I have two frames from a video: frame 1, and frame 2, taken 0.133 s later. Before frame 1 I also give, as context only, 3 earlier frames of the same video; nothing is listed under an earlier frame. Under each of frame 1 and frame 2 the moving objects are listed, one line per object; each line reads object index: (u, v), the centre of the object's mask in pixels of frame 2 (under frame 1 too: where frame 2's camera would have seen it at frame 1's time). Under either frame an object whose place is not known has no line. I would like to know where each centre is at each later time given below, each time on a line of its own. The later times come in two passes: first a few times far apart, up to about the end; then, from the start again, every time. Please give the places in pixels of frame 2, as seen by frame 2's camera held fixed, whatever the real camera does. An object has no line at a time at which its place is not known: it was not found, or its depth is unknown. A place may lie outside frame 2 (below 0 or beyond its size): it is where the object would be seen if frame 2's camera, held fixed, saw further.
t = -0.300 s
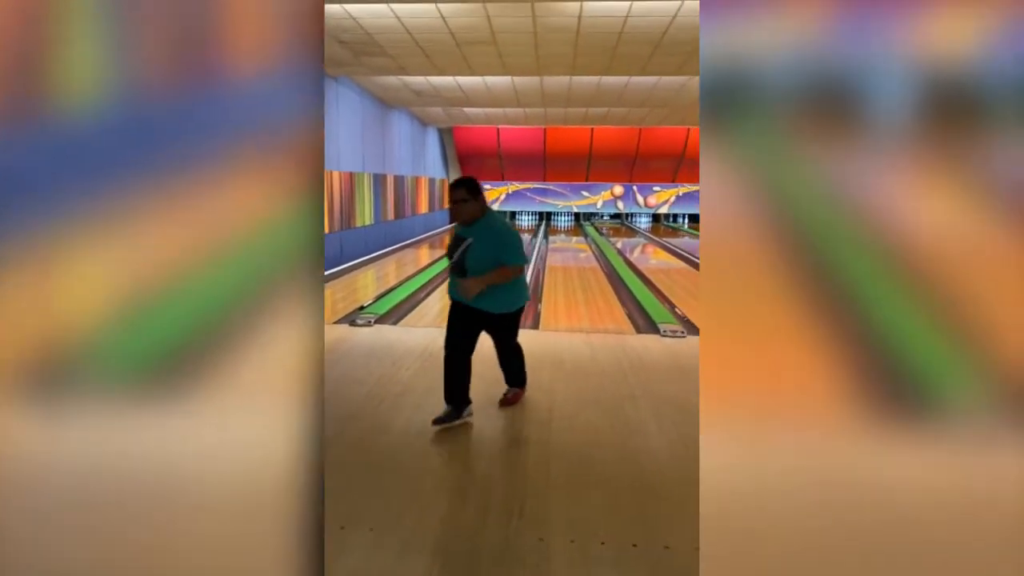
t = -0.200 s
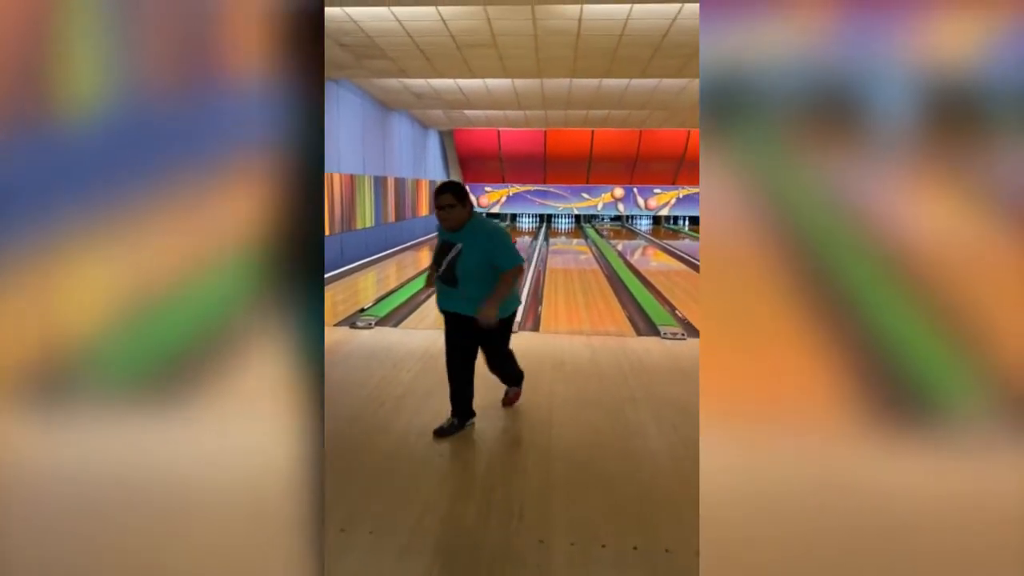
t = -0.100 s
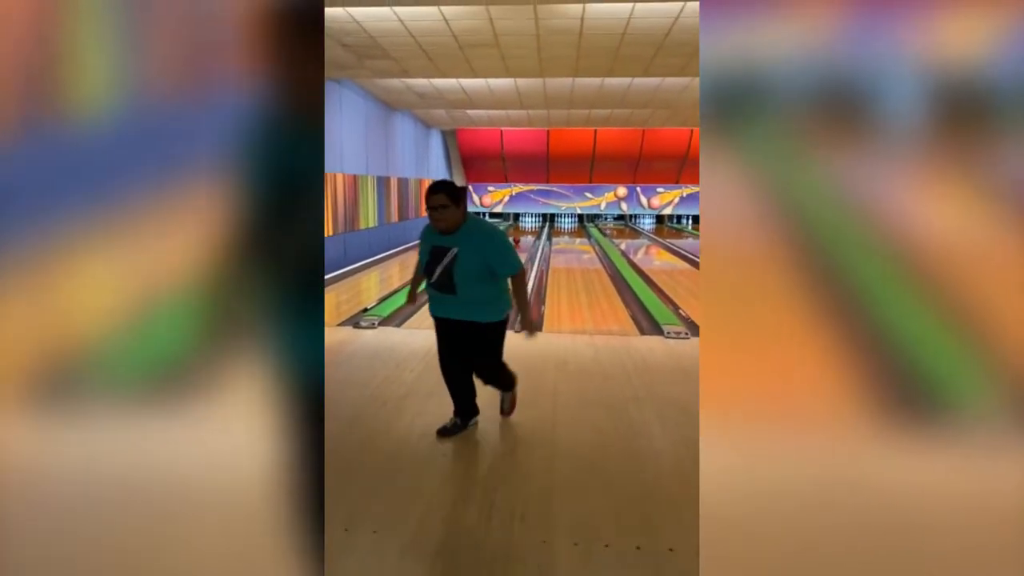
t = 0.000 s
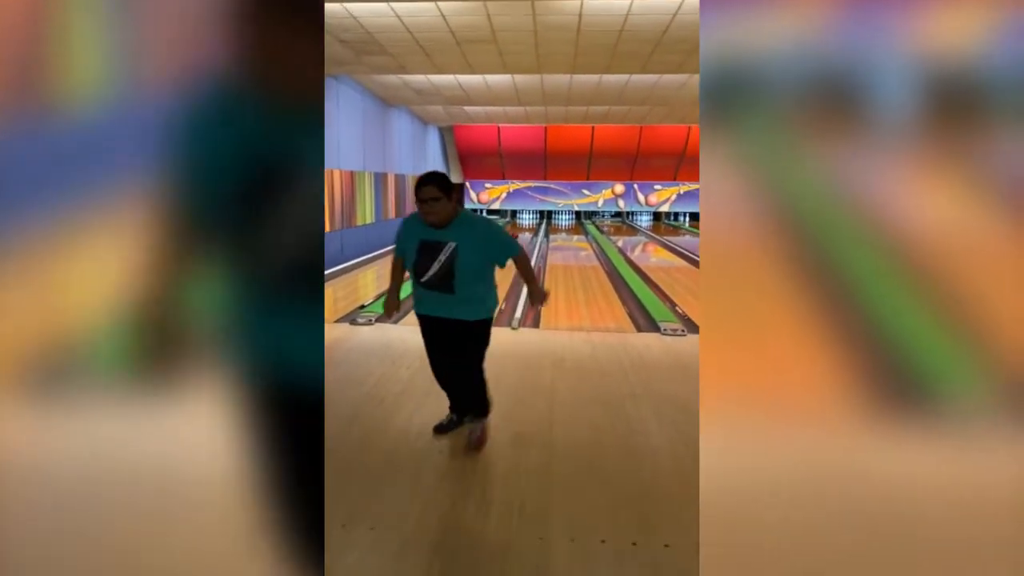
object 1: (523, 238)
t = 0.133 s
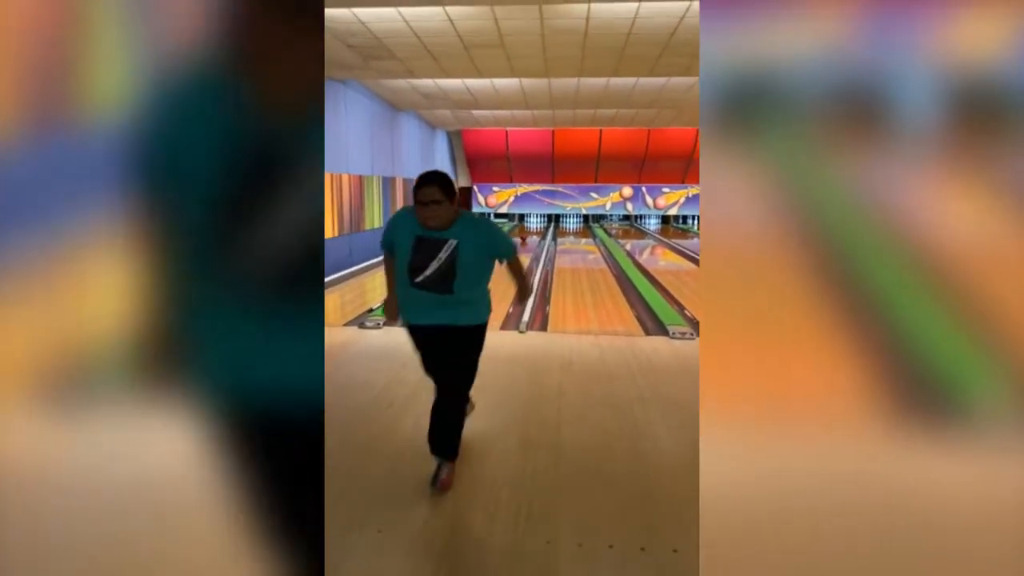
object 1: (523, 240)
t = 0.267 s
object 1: (523, 236)
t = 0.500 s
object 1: (521, 234)
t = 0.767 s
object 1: (524, 230)
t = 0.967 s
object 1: (527, 226)
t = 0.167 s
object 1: (523, 239)
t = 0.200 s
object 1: (523, 236)
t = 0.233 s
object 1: (523, 238)
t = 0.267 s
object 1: (523, 236)
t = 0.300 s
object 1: (523, 236)
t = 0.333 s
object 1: (523, 236)
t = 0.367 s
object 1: (522, 235)
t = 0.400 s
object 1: (523, 234)
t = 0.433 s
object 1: (523, 235)
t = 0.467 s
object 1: (521, 233)
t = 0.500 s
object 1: (521, 234)
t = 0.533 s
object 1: (522, 233)
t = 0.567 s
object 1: (522, 234)
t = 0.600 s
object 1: (522, 232)
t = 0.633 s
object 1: (523, 232)
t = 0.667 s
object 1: (525, 232)
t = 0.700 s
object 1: (524, 232)
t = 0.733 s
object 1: (525, 232)
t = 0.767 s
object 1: (524, 230)
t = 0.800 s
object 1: (526, 228)
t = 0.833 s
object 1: (525, 228)
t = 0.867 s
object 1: (526, 227)
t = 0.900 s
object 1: (526, 227)
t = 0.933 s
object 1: (526, 226)
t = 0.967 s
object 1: (527, 226)
